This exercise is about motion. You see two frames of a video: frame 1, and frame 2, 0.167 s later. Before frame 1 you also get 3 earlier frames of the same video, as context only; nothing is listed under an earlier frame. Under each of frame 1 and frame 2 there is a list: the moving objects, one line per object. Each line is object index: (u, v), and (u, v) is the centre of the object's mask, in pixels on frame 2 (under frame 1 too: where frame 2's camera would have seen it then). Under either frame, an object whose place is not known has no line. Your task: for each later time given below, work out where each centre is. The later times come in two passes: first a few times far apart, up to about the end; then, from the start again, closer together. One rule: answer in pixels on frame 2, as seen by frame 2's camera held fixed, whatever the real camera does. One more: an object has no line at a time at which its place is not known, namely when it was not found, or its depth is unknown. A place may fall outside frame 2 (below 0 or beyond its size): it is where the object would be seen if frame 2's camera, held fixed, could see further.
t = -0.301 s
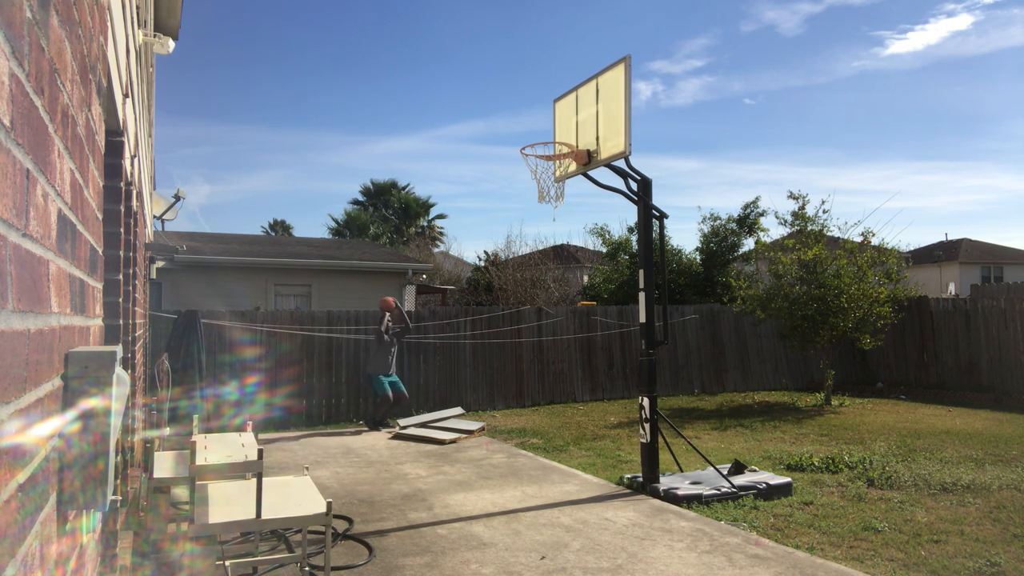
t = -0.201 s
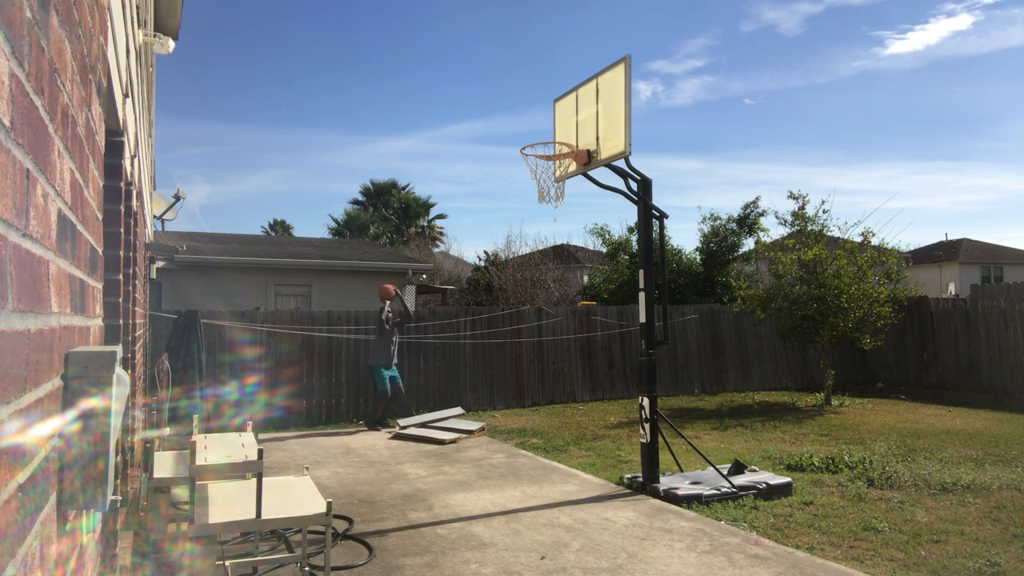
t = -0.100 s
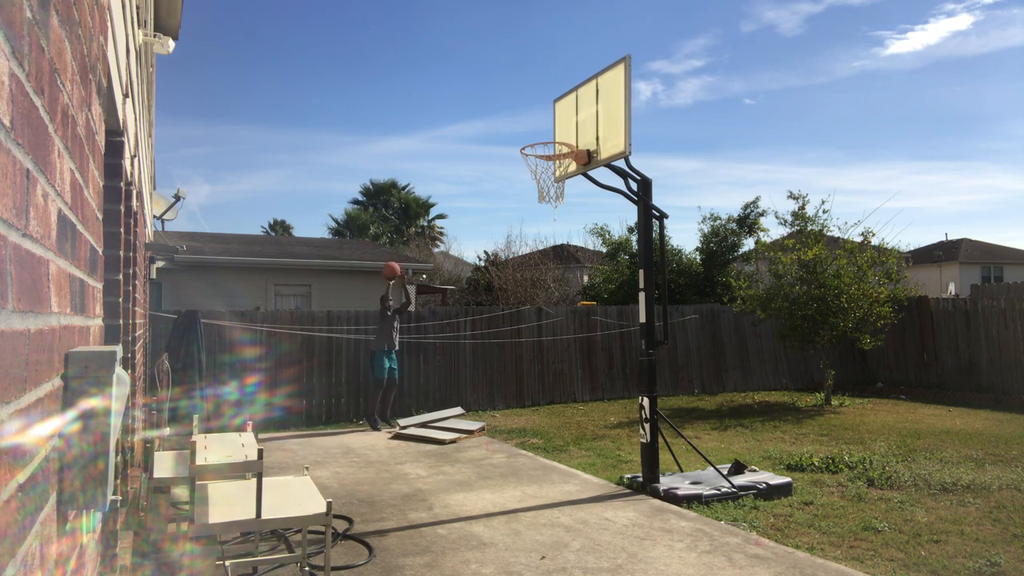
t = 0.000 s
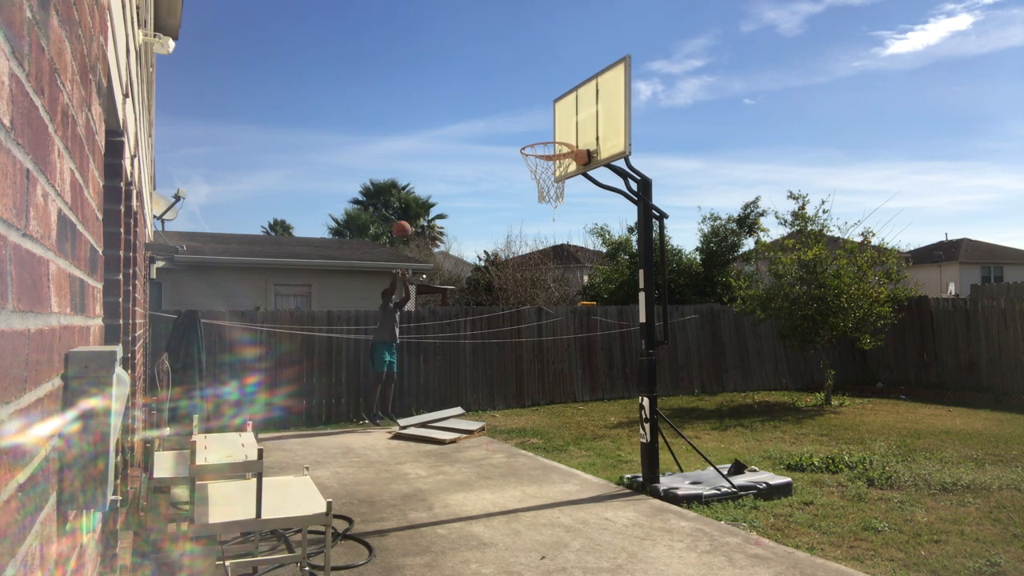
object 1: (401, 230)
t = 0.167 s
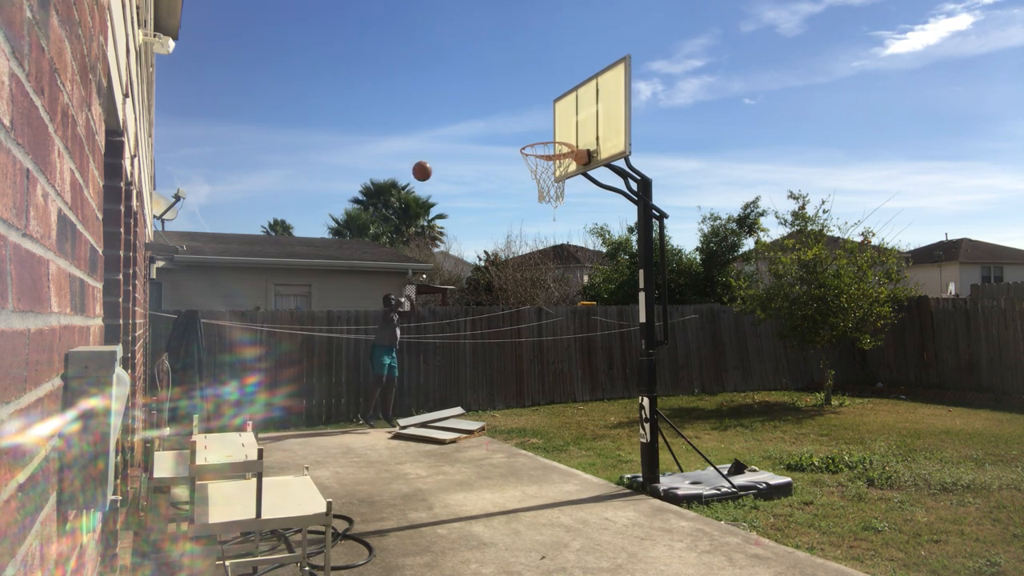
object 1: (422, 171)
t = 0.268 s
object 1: (435, 143)
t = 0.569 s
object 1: (484, 102)
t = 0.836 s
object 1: (541, 135)
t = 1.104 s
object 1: (537, 139)
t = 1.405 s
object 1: (558, 167)
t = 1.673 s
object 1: (571, 223)
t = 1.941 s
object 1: (583, 354)
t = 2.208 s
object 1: (585, 437)
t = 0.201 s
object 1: (426, 161)
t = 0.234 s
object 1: (431, 152)
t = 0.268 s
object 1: (435, 143)
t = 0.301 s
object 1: (440, 136)
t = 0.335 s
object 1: (445, 128)
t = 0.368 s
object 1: (450, 122)
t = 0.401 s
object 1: (456, 116)
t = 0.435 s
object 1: (461, 112)
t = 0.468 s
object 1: (467, 108)
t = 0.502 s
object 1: (473, 105)
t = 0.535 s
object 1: (479, 103)
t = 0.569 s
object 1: (484, 102)
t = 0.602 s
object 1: (491, 102)
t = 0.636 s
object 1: (497, 103)
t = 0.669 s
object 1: (504, 105)
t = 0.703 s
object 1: (511, 108)
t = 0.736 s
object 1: (518, 113)
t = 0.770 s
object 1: (525, 119)
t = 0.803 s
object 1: (533, 126)
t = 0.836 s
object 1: (541, 135)
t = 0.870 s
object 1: (548, 142)
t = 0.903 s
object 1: (552, 141)
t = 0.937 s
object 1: (557, 142)
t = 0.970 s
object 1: (555, 142)
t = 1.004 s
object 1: (547, 140)
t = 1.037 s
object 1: (539, 140)
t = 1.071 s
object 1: (538, 139)
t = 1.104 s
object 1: (537, 139)
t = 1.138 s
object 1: (535, 141)
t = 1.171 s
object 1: (534, 143)
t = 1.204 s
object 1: (536, 144)
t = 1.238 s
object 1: (540, 145)
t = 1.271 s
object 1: (543, 147)
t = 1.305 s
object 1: (547, 150)
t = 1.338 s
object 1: (550, 155)
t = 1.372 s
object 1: (554, 161)
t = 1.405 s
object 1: (558, 167)
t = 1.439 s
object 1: (561, 173)
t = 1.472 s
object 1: (563, 179)
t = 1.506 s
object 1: (565, 183)
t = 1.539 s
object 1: (566, 188)
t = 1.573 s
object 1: (567, 195)
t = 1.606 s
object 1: (569, 203)
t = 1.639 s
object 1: (570, 213)
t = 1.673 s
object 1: (571, 223)
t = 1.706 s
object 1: (572, 235)
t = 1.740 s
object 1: (574, 247)
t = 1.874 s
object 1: (580, 314)
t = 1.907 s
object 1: (581, 333)
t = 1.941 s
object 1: (583, 354)
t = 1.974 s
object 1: (585, 376)
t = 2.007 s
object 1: (586, 399)
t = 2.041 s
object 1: (588, 424)
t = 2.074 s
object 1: (589, 450)
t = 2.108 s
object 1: (591, 478)
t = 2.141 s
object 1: (590, 488)
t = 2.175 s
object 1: (588, 462)
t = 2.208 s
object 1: (585, 437)
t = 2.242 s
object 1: (583, 414)
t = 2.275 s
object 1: (580, 392)
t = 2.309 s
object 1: (578, 373)
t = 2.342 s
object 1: (575, 354)
